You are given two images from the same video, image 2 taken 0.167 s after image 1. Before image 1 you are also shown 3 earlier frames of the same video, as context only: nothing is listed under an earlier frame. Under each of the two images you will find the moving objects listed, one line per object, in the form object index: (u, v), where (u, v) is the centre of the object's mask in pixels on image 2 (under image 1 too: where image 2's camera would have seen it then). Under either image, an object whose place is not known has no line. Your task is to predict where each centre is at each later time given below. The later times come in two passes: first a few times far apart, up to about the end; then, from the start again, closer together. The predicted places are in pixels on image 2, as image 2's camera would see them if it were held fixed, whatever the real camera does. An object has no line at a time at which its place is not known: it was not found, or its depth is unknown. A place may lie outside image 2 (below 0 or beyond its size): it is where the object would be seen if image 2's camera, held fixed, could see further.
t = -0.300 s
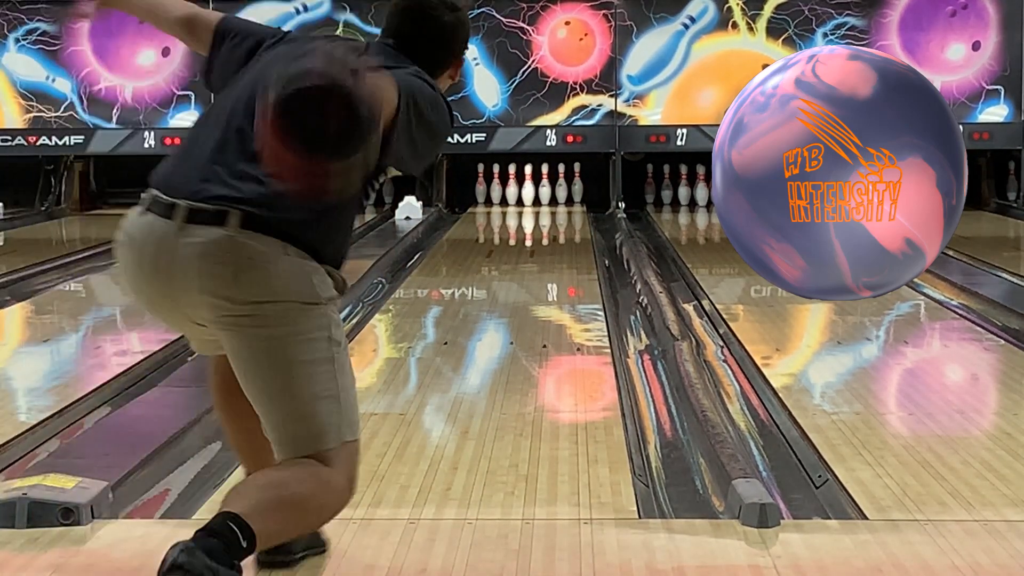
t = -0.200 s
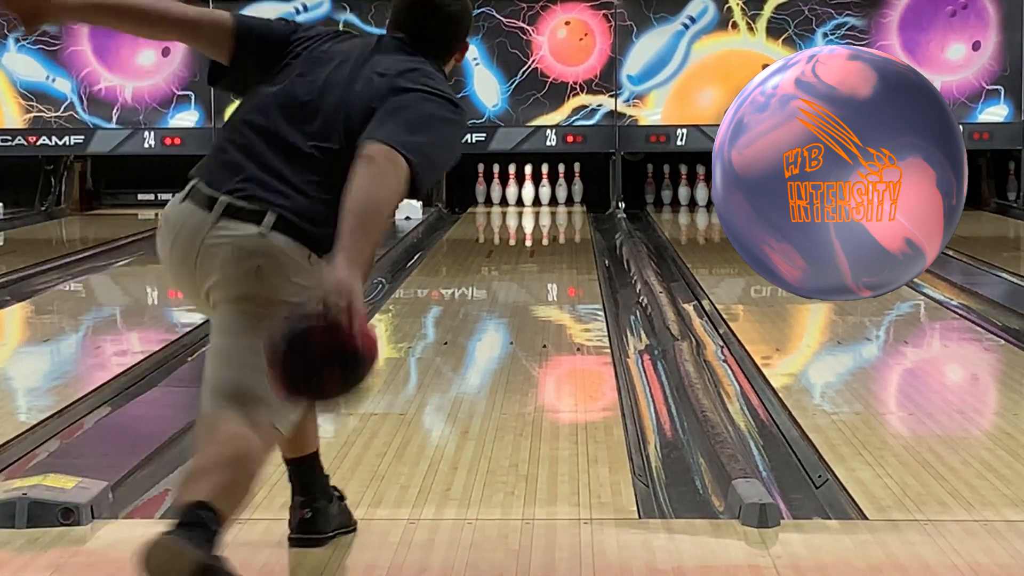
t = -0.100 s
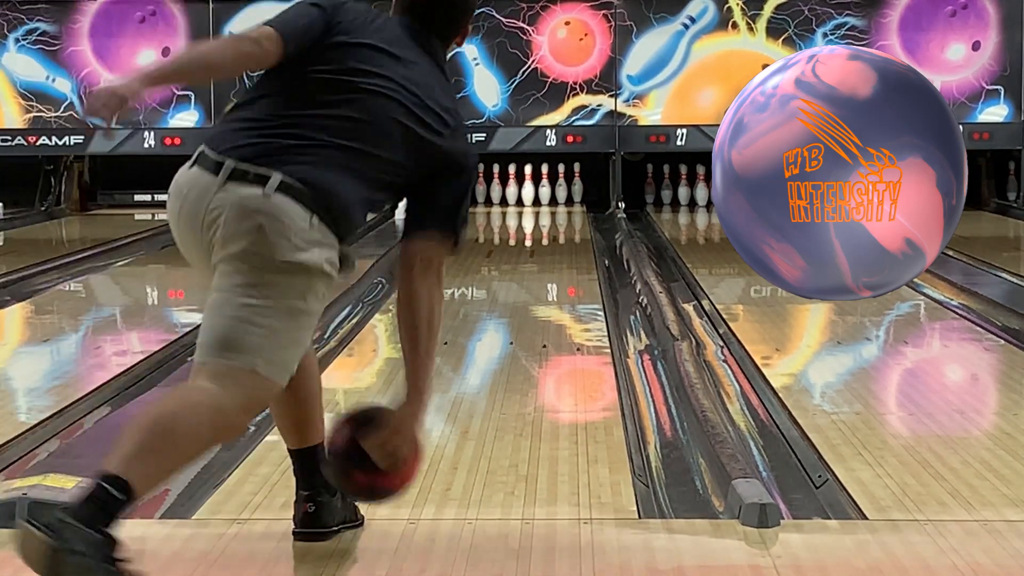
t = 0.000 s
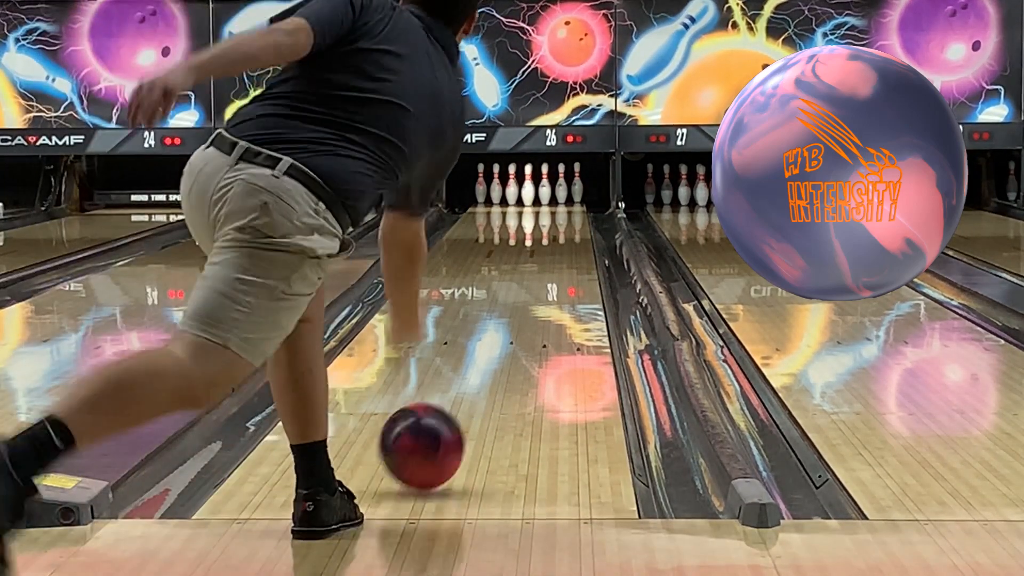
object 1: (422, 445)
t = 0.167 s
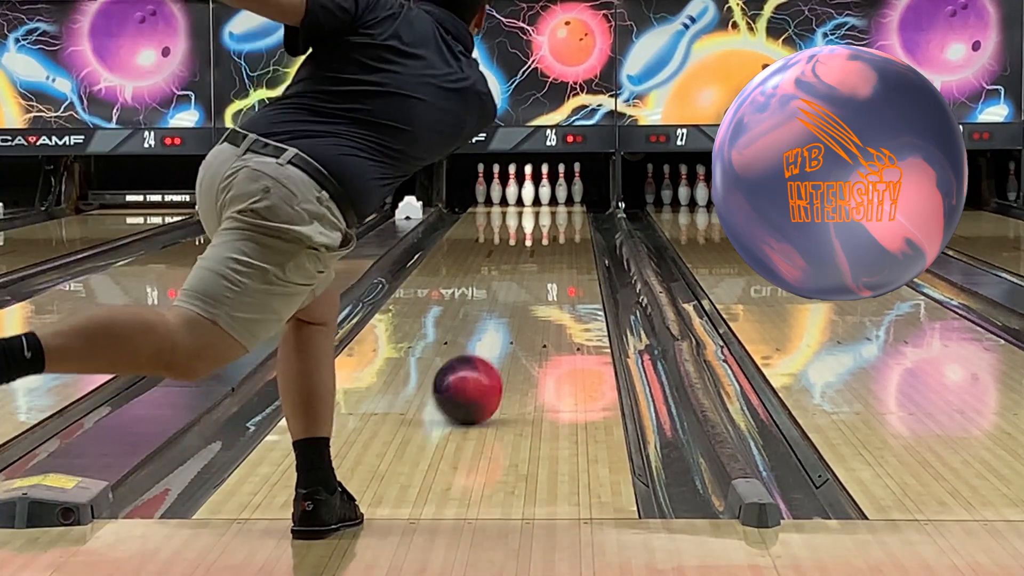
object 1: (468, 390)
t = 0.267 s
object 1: (488, 362)
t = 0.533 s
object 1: (525, 308)
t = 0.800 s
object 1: (547, 273)
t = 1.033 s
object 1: (563, 247)
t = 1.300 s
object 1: (566, 231)
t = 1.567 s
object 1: (566, 217)
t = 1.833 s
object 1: (559, 205)
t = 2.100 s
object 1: (543, 197)
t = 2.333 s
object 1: (539, 192)
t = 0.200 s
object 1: (475, 380)
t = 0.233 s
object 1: (482, 370)
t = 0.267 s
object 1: (488, 362)
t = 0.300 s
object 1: (494, 354)
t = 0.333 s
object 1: (499, 346)
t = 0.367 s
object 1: (504, 338)
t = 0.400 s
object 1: (509, 332)
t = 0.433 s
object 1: (513, 325)
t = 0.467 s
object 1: (518, 319)
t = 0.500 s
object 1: (521, 313)
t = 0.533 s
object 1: (525, 308)
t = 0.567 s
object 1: (528, 303)
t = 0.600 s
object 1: (532, 298)
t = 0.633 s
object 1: (535, 294)
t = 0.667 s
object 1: (538, 289)
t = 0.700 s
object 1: (540, 285)
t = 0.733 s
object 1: (543, 281)
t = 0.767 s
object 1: (545, 277)
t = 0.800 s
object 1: (547, 273)
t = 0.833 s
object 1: (549, 269)
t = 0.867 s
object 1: (551, 266)
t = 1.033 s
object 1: (563, 247)
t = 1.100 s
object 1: (561, 245)
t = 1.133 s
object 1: (562, 242)
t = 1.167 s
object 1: (563, 240)
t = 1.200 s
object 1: (564, 238)
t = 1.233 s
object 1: (565, 235)
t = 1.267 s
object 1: (565, 233)
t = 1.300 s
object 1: (566, 231)
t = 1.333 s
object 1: (566, 229)
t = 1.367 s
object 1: (567, 227)
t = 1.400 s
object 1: (567, 226)
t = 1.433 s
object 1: (567, 223)
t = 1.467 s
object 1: (567, 222)
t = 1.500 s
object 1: (567, 220)
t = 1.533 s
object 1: (568, 218)
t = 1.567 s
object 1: (566, 217)
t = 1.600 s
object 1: (566, 216)
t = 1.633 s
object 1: (565, 214)
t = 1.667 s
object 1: (565, 213)
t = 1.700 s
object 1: (564, 211)
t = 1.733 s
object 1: (562, 210)
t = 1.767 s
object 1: (561, 209)
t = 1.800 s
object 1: (560, 207)
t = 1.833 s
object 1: (559, 205)
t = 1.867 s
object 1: (557, 205)
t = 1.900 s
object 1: (555, 204)
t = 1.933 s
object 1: (553, 202)
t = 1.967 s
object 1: (551, 201)
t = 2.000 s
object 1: (550, 200)
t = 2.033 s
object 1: (547, 199)
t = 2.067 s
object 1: (545, 198)
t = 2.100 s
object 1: (543, 197)
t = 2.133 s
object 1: (540, 196)
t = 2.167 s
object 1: (538, 195)
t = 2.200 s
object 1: (540, 194)
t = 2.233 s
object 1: (538, 194)
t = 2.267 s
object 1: (538, 194)
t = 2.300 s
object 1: (538, 193)
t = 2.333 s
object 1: (539, 192)
